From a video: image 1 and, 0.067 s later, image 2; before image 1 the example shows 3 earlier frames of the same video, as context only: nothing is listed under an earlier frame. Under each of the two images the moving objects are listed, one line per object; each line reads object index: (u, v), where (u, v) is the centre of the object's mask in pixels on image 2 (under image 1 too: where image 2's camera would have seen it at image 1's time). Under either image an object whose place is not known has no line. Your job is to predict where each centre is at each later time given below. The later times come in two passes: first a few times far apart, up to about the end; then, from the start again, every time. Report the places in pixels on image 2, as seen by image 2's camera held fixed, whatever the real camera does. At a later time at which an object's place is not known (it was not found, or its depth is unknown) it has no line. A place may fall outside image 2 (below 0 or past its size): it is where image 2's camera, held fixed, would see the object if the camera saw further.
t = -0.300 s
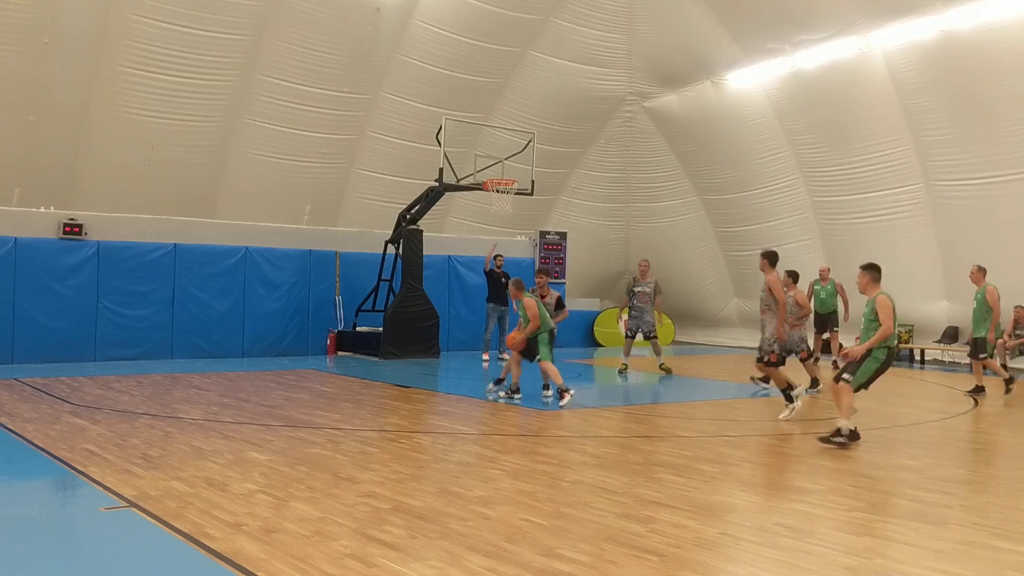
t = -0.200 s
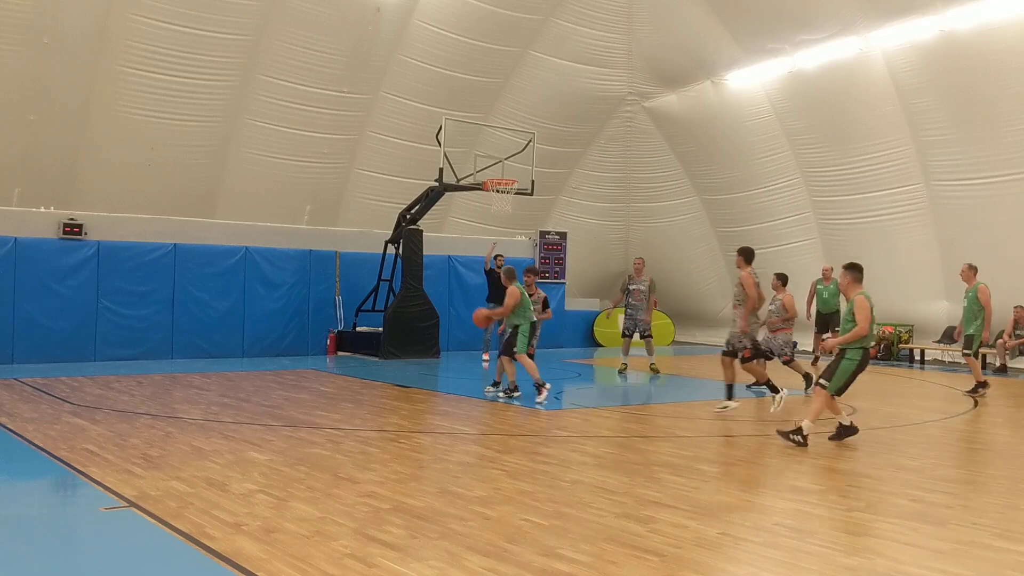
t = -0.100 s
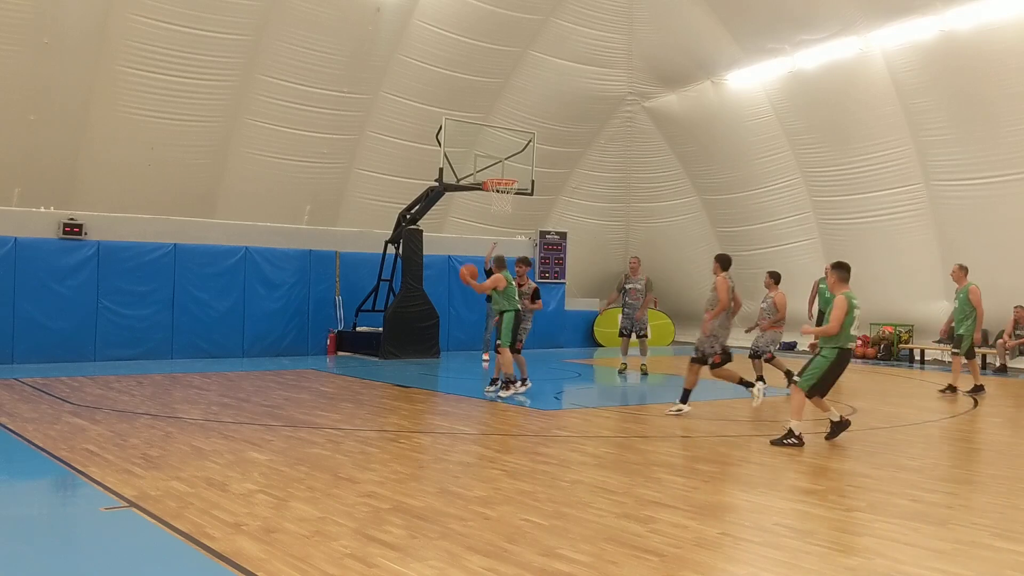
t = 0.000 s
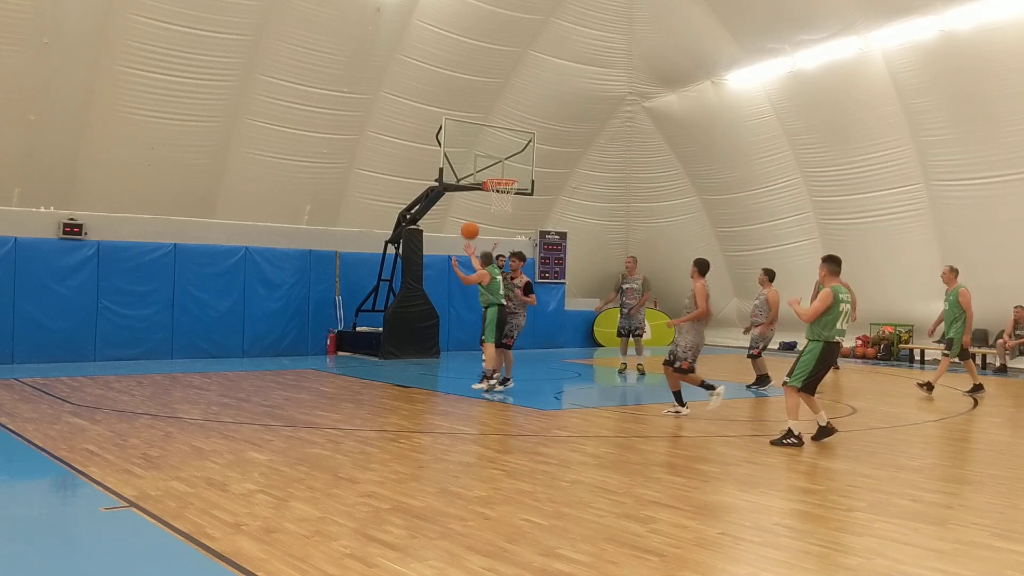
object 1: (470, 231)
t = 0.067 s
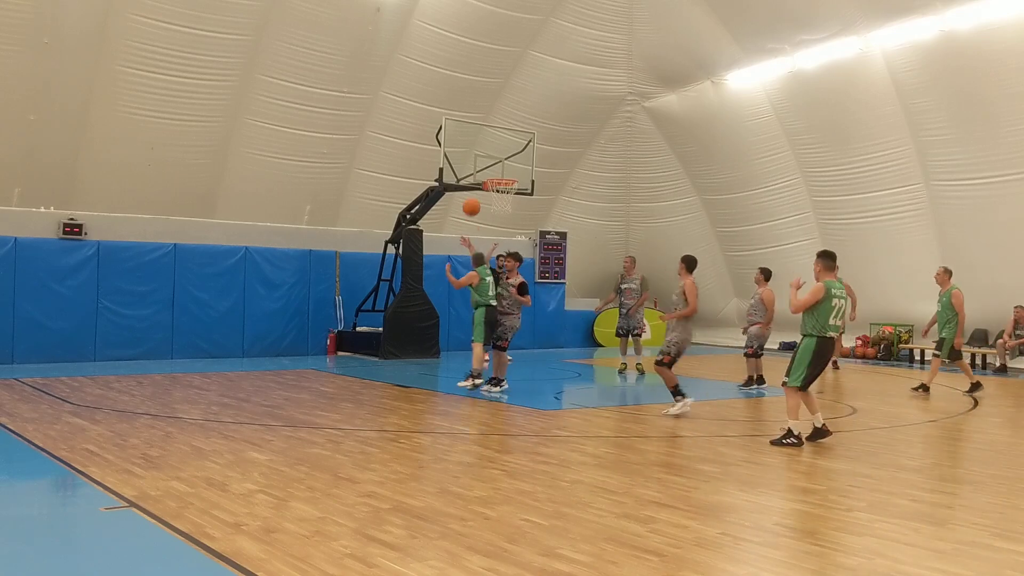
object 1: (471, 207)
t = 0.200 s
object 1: (474, 172)
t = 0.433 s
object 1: (478, 145)
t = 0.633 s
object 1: (480, 151)
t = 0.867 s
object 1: (497, 173)
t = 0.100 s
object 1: (472, 196)
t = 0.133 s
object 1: (473, 187)
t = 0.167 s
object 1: (473, 179)
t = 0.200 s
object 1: (474, 172)
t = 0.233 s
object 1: (475, 166)
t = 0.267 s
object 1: (476, 160)
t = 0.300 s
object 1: (476, 155)
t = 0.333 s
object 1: (476, 151)
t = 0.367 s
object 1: (477, 148)
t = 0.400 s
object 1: (478, 146)
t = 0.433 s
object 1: (478, 145)
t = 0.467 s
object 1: (478, 144)
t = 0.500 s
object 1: (479, 144)
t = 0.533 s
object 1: (479, 144)
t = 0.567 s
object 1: (480, 146)
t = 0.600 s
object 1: (480, 148)
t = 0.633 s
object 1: (480, 151)
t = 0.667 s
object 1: (481, 154)
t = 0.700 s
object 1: (481, 158)
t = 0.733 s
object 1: (481, 163)
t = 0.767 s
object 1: (483, 166)
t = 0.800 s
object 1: (488, 168)
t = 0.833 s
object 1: (493, 171)
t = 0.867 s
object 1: (497, 173)
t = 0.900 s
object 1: (502, 175)
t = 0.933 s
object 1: (506, 179)
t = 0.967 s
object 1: (507, 183)
